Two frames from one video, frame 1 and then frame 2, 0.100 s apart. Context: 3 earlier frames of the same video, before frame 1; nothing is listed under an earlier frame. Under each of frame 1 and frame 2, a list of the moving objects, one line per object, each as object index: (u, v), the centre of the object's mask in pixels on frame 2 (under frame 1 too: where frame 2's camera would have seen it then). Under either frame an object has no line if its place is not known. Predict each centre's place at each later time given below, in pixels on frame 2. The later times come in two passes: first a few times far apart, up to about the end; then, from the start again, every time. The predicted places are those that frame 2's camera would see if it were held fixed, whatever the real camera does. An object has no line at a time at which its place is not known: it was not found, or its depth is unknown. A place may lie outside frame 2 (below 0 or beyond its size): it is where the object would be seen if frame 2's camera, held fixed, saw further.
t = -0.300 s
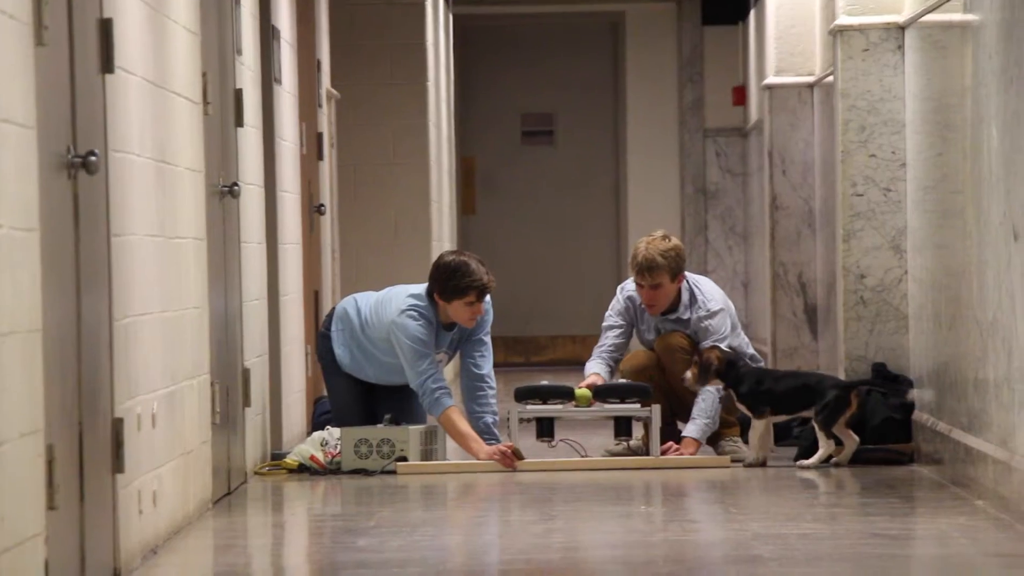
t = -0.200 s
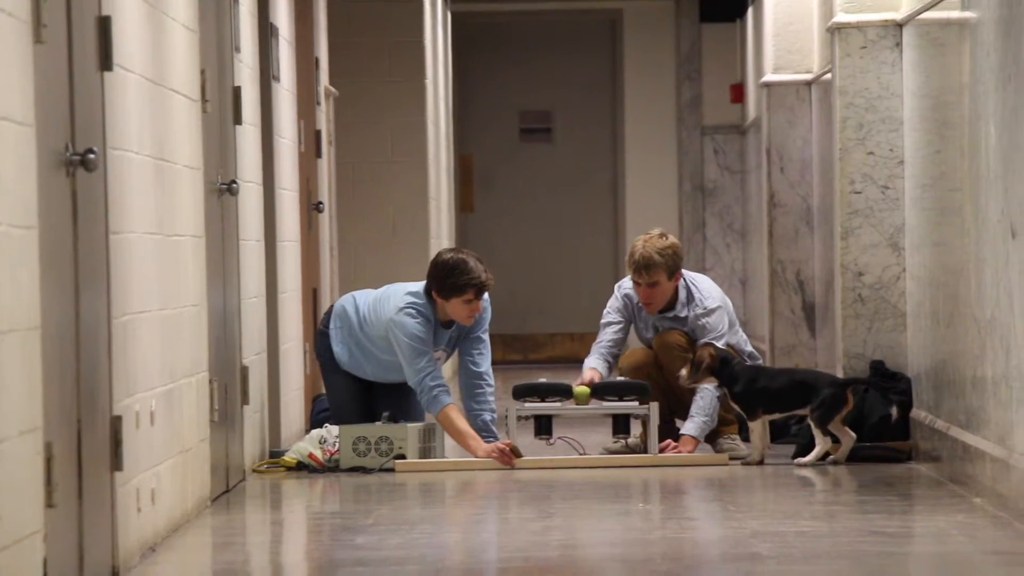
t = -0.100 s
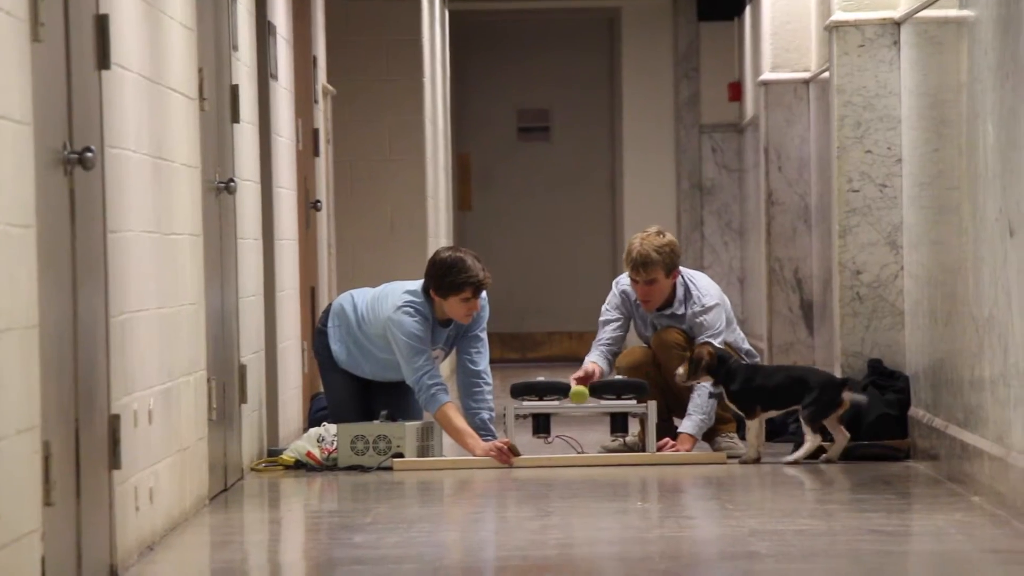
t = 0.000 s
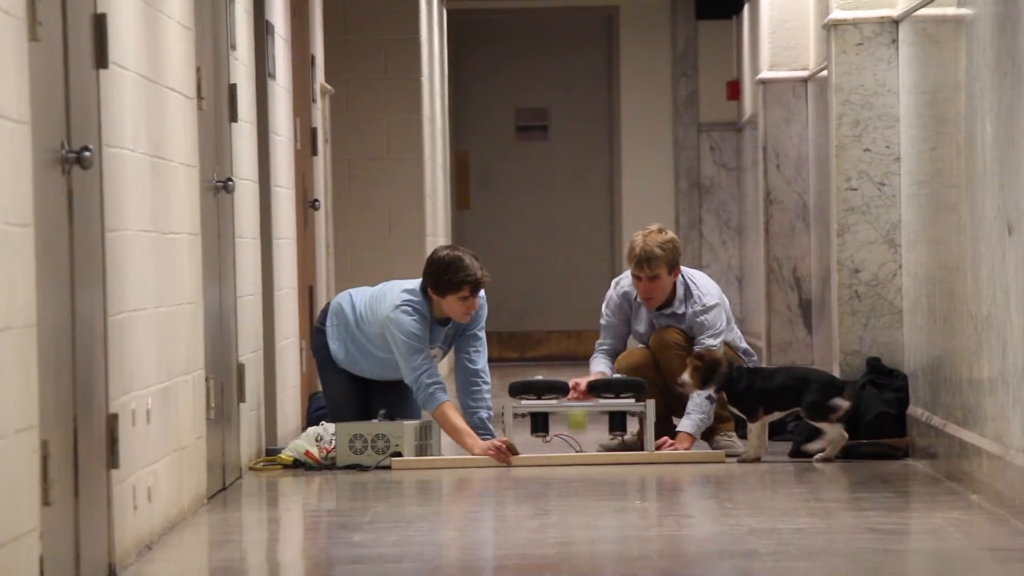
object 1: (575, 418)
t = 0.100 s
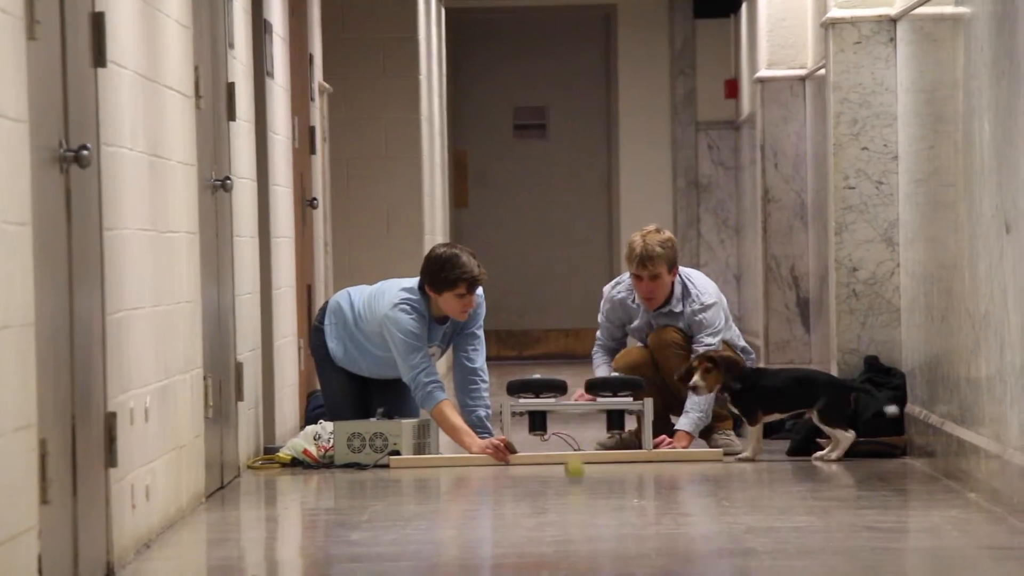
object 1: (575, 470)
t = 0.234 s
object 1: (572, 440)
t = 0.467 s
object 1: (569, 474)
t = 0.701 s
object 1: (567, 499)
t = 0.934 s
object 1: (559, 520)
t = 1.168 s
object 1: (548, 538)
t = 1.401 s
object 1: (535, 559)
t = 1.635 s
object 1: (522, 584)
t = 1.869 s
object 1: (510, 615)
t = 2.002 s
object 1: (504, 624)
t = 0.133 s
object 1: (574, 456)
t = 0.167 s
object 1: (572, 447)
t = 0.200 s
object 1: (573, 441)
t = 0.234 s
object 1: (572, 440)
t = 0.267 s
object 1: (571, 441)
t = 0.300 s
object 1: (571, 446)
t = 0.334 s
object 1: (571, 455)
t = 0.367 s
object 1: (570, 468)
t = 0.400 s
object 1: (571, 485)
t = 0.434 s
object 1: (570, 480)
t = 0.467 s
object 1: (569, 474)
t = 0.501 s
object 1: (568, 469)
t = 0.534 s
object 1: (568, 469)
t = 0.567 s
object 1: (568, 471)
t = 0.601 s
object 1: (567, 478)
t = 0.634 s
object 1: (568, 489)
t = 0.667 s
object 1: (568, 503)
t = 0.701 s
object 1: (567, 499)
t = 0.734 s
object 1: (565, 491)
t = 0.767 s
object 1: (564, 488)
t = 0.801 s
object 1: (563, 488)
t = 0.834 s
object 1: (562, 495)
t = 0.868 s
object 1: (562, 504)
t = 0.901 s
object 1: (560, 518)
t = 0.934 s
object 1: (559, 520)
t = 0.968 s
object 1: (557, 512)
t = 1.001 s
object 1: (556, 509)
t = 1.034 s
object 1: (554, 510)
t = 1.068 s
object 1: (553, 515)
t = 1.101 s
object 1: (551, 524)
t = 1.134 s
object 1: (550, 539)
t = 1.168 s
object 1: (548, 538)
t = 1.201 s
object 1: (546, 531)
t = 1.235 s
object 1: (544, 529)
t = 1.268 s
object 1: (543, 531)
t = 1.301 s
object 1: (541, 538)
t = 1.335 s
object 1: (539, 552)
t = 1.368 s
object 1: (537, 564)
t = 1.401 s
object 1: (535, 559)
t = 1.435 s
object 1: (533, 559)
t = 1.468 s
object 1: (532, 563)
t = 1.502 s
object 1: (530, 572)
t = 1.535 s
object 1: (527, 581)
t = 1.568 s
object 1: (525, 577)
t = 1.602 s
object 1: (524, 579)
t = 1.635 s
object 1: (522, 584)
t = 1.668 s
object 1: (519, 596)
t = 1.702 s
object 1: (518, 596)
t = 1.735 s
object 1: (516, 599)
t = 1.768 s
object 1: (515, 607)
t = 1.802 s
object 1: (514, 607)
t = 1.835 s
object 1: (512, 610)
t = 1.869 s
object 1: (510, 615)
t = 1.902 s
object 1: (509, 614)
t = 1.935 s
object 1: (507, 618)
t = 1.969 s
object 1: (505, 621)
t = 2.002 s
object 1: (504, 624)
